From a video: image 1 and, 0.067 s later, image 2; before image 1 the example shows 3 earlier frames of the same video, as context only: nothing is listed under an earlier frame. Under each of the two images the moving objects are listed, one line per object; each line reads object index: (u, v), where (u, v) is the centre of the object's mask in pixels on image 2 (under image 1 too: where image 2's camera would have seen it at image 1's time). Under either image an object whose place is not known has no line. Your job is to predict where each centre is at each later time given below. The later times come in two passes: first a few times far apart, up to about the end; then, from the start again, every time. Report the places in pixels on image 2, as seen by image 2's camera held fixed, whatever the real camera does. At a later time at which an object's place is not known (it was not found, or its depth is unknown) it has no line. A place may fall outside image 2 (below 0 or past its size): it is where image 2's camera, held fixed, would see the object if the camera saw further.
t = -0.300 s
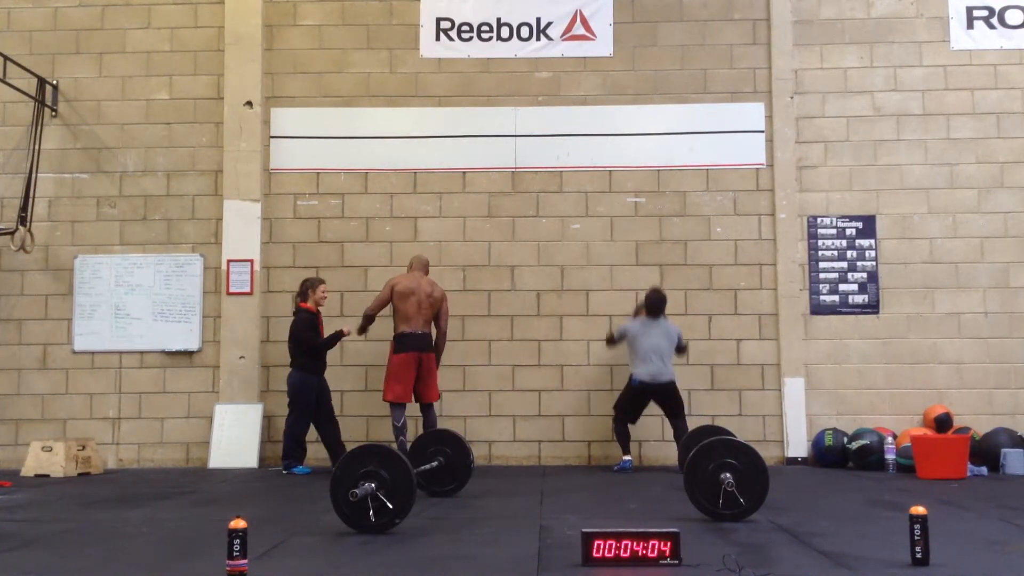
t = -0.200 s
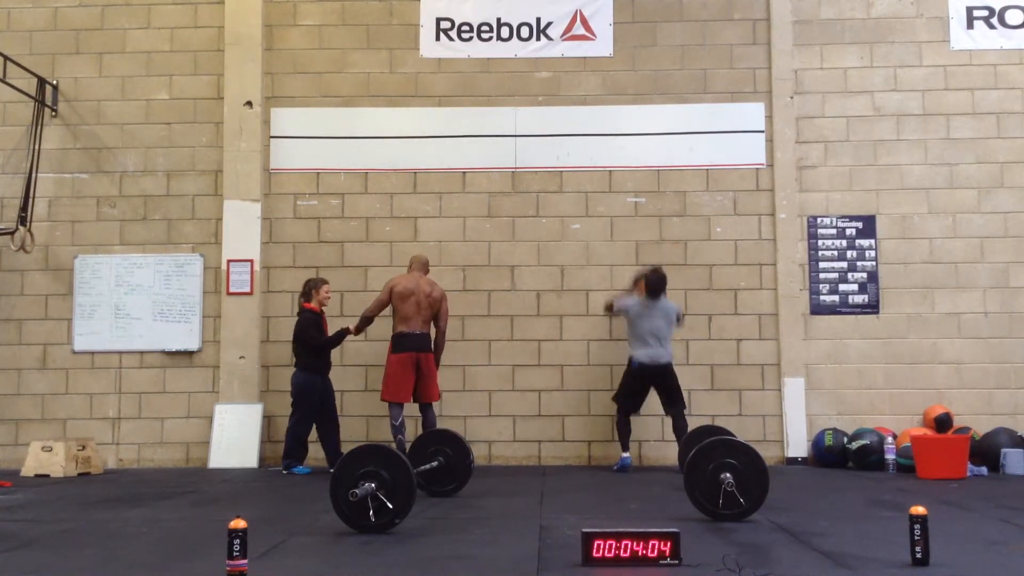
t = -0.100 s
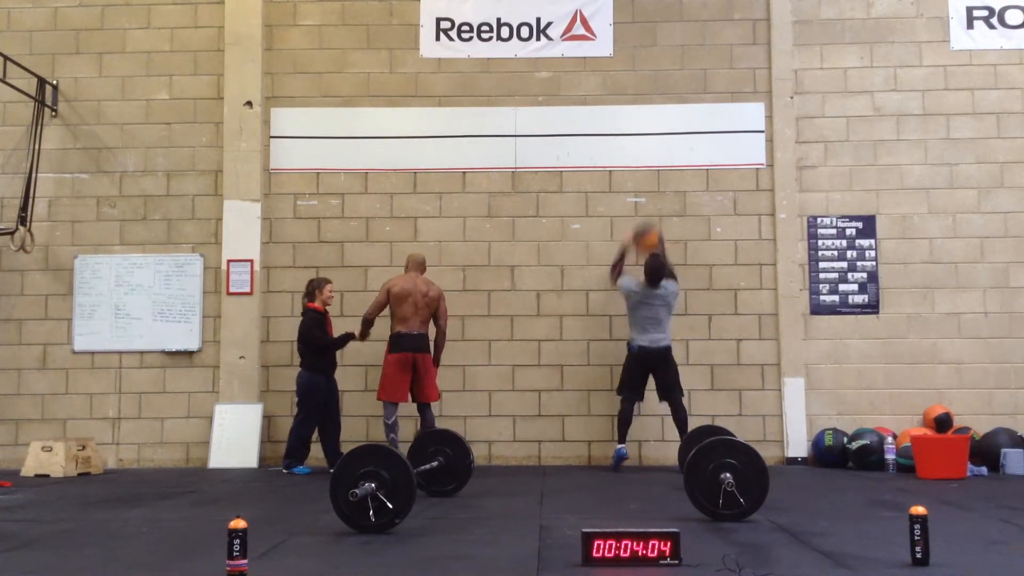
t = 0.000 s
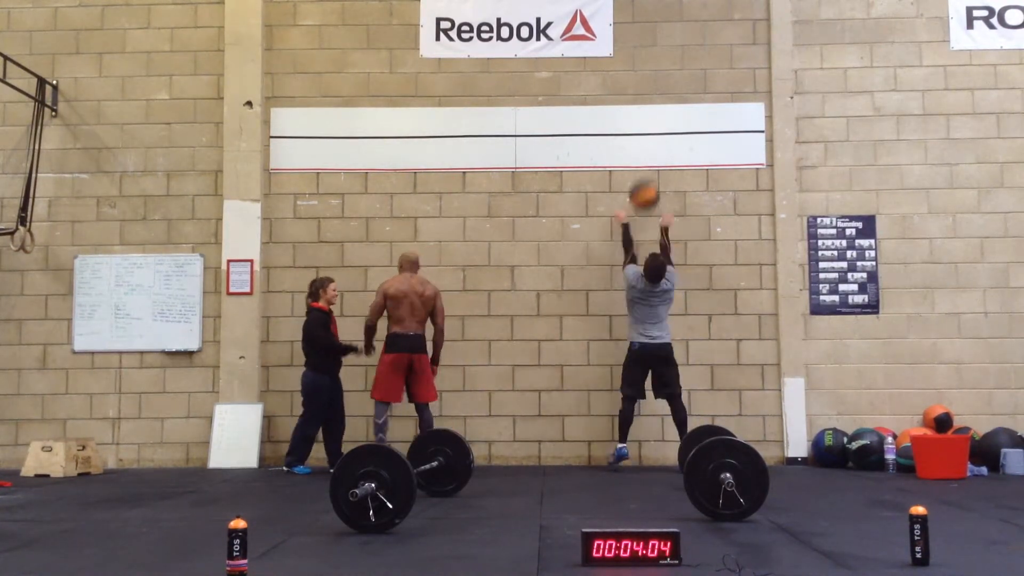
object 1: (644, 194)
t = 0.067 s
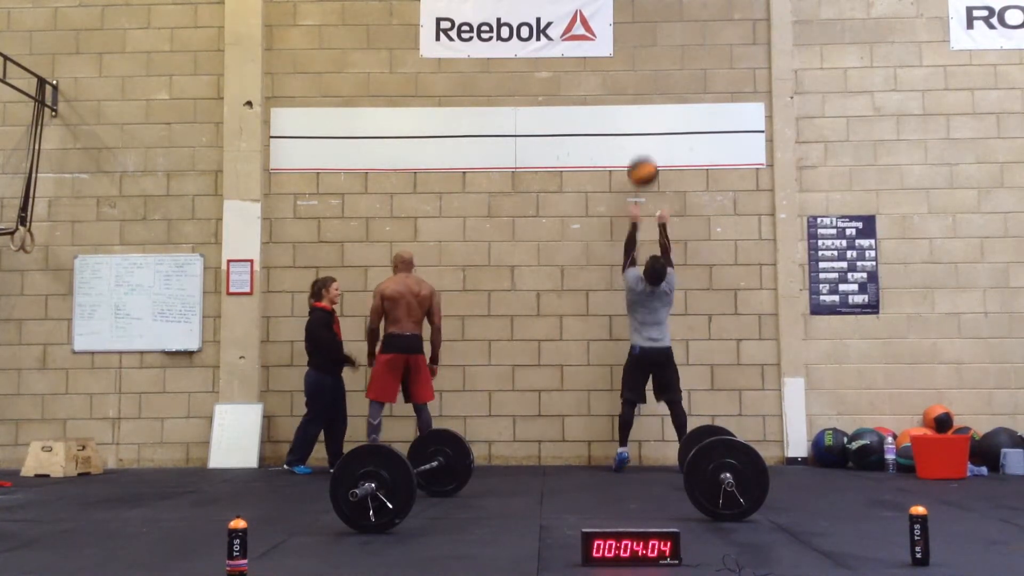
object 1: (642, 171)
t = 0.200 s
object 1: (639, 140)
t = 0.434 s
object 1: (638, 128)
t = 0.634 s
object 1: (639, 162)
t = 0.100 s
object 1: (641, 161)
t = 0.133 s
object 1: (641, 153)
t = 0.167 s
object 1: (640, 146)
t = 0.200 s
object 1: (639, 140)
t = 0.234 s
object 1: (639, 135)
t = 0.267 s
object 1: (638, 132)
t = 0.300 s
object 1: (637, 129)
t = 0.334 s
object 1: (637, 128)
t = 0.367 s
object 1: (637, 127)
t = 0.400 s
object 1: (637, 127)
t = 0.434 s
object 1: (638, 128)
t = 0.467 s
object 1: (638, 131)
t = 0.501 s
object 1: (638, 135)
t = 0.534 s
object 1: (638, 140)
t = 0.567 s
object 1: (638, 146)
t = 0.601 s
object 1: (638, 153)
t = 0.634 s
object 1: (639, 162)
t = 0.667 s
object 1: (639, 172)
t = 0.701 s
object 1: (639, 184)
